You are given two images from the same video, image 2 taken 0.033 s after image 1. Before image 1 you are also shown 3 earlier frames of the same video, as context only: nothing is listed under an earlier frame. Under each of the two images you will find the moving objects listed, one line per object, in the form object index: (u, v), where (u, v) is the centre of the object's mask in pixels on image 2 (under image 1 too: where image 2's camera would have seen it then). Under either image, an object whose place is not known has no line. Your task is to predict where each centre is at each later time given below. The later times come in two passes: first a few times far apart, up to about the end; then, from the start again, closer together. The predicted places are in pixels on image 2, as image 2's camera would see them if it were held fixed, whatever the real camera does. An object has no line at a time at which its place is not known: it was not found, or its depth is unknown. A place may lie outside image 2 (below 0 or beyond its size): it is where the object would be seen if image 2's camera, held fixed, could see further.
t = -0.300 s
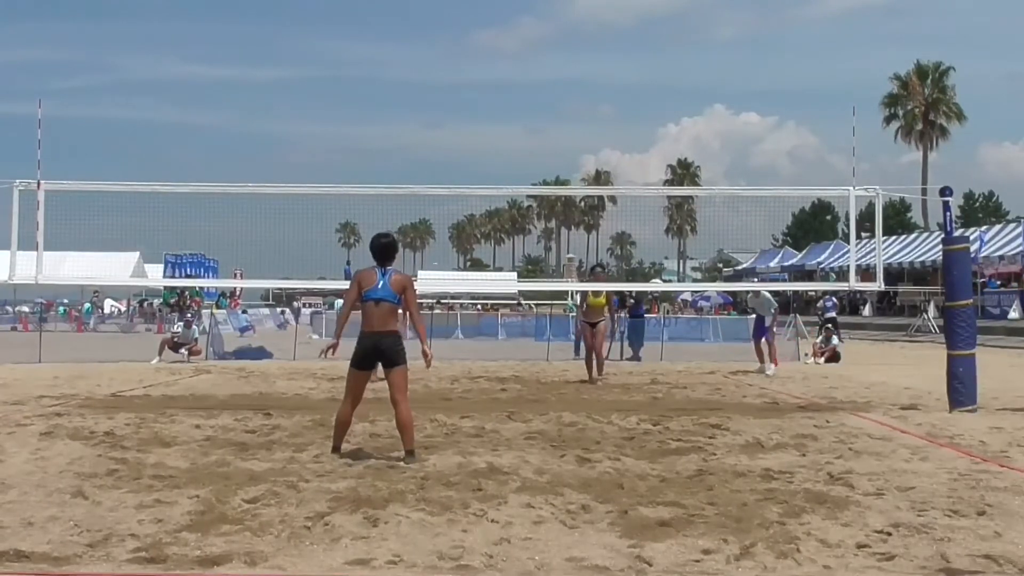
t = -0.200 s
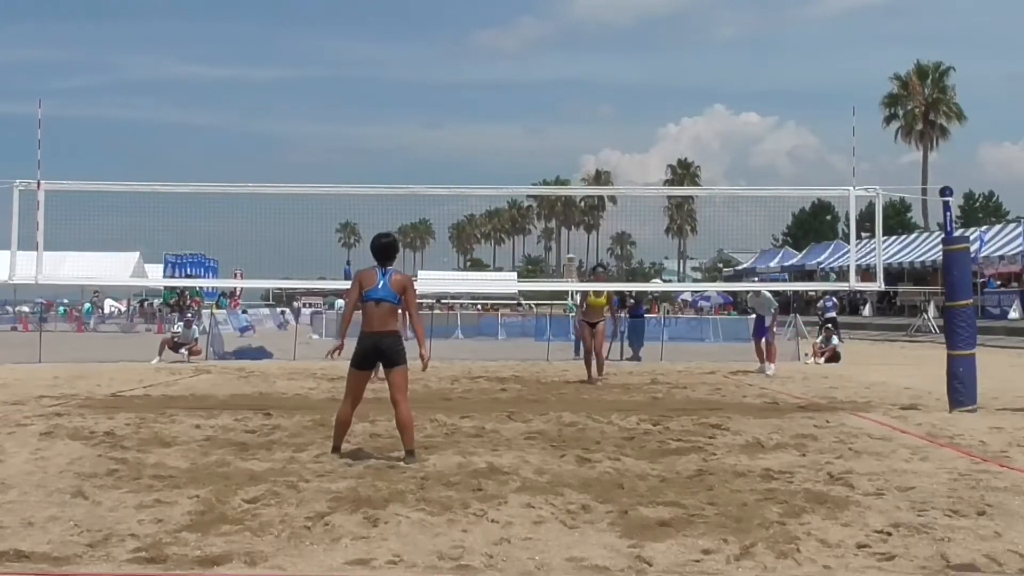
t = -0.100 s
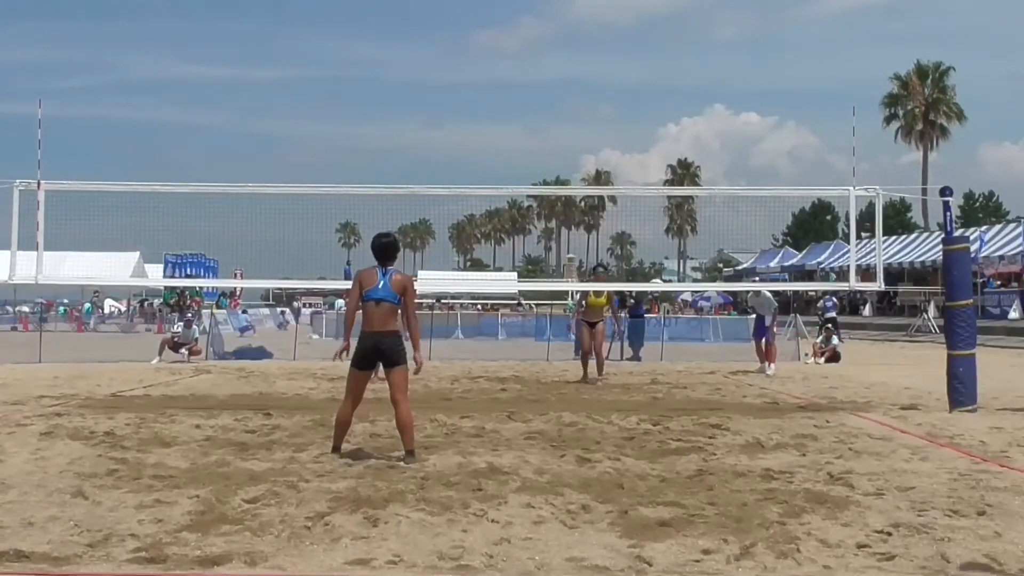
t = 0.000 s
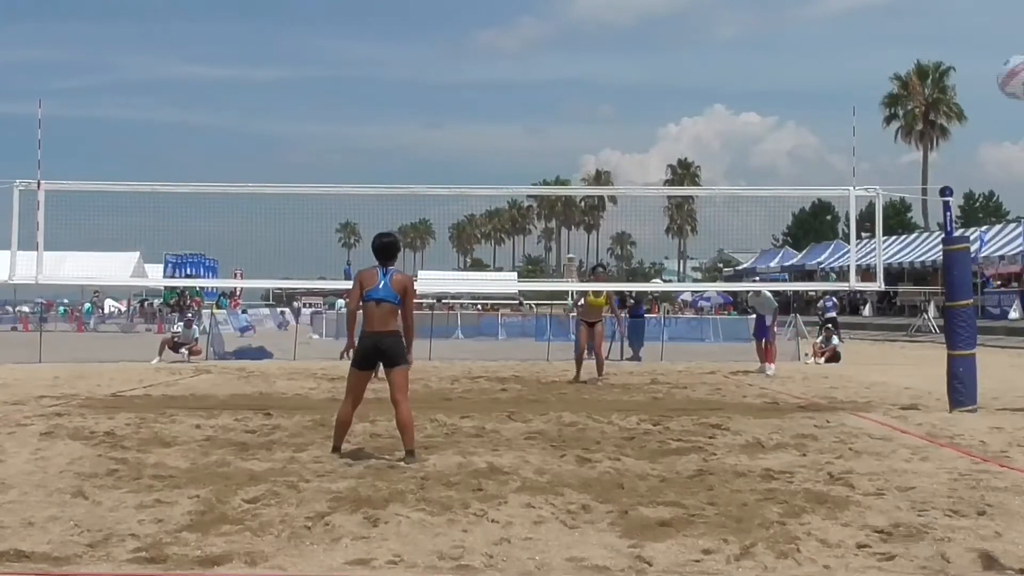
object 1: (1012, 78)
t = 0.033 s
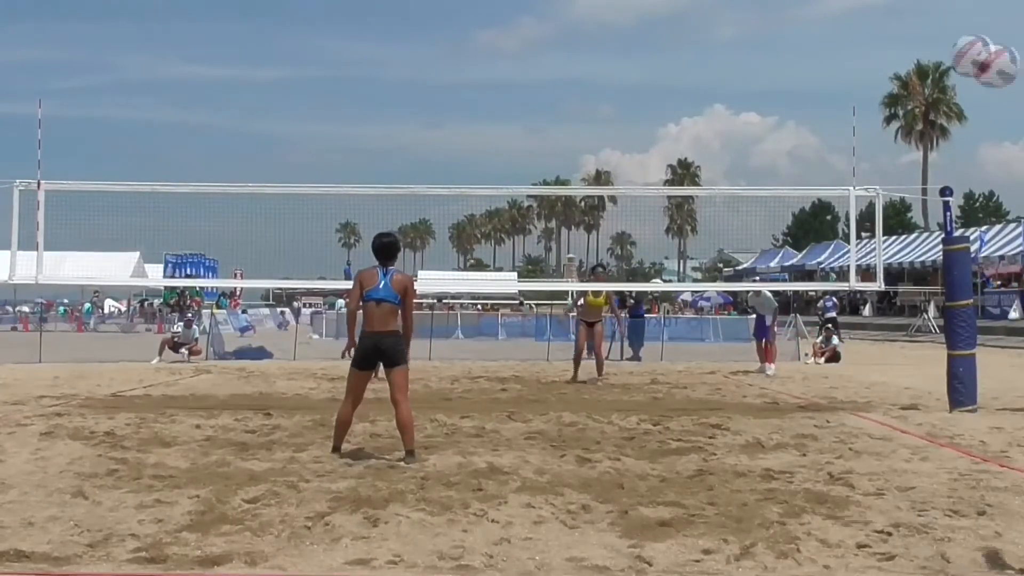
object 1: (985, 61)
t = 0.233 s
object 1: (776, 8)
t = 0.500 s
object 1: (642, 27)
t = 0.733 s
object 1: (581, 90)
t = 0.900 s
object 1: (550, 150)
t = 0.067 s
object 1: (940, 43)
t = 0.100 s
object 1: (900, 29)
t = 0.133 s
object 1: (865, 19)
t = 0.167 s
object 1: (832, 13)
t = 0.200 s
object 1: (802, 10)
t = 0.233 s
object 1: (776, 8)
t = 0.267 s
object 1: (752, 7)
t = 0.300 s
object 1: (730, 7)
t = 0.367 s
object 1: (695, 9)
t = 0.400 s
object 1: (679, 12)
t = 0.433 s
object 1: (665, 16)
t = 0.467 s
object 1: (653, 21)
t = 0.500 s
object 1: (642, 27)
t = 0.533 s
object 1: (631, 34)
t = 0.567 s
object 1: (621, 42)
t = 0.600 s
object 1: (612, 51)
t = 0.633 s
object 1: (604, 59)
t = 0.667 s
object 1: (596, 69)
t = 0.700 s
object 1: (588, 79)
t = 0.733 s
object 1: (581, 90)
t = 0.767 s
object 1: (574, 101)
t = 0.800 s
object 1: (568, 113)
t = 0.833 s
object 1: (561, 125)
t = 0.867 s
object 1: (556, 137)
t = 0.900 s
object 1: (550, 150)
